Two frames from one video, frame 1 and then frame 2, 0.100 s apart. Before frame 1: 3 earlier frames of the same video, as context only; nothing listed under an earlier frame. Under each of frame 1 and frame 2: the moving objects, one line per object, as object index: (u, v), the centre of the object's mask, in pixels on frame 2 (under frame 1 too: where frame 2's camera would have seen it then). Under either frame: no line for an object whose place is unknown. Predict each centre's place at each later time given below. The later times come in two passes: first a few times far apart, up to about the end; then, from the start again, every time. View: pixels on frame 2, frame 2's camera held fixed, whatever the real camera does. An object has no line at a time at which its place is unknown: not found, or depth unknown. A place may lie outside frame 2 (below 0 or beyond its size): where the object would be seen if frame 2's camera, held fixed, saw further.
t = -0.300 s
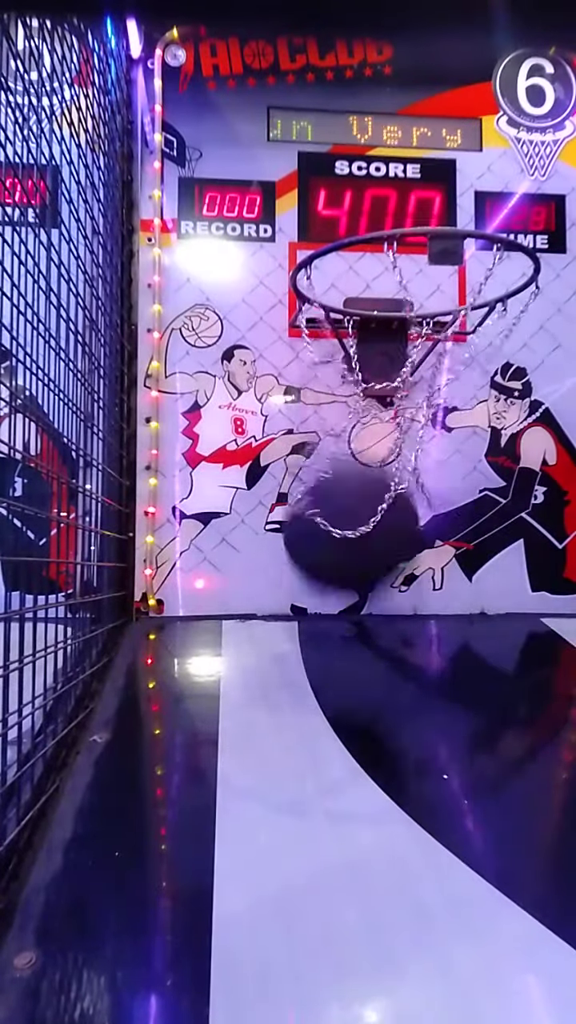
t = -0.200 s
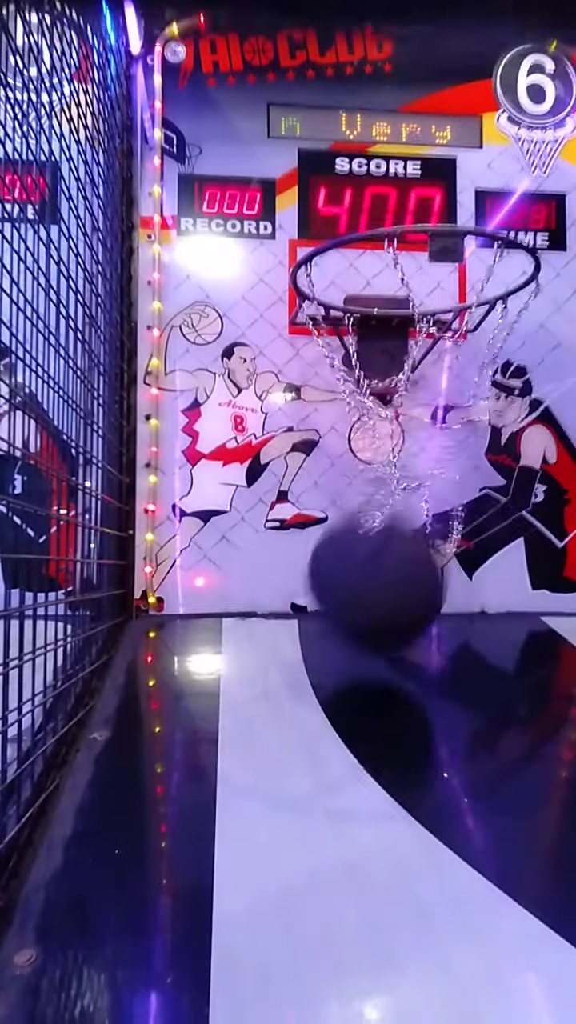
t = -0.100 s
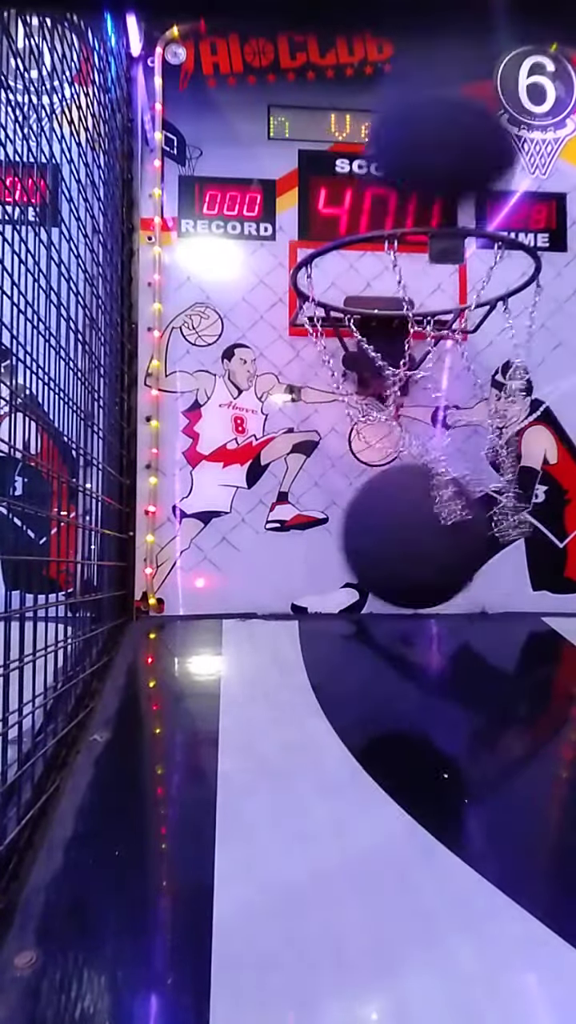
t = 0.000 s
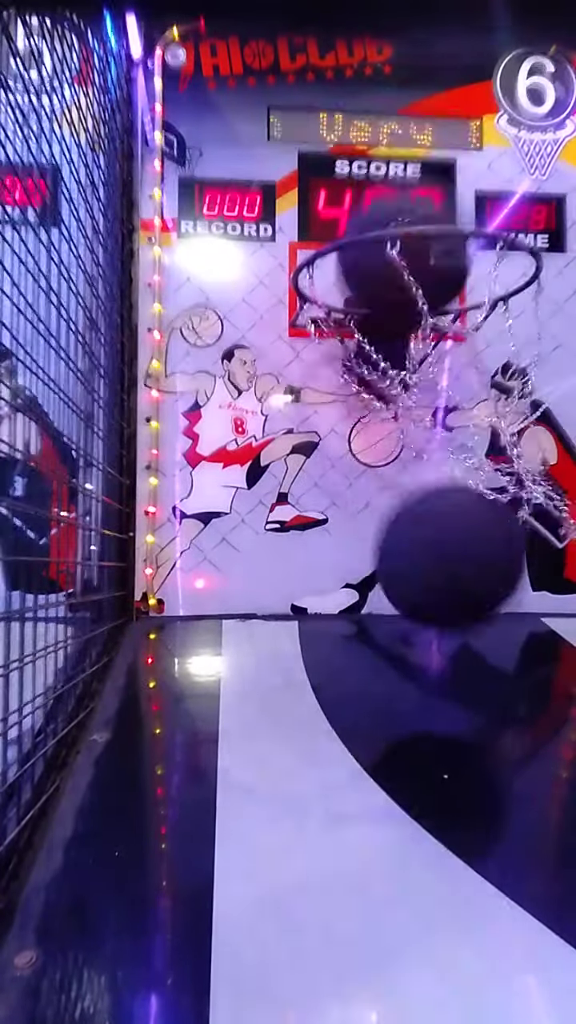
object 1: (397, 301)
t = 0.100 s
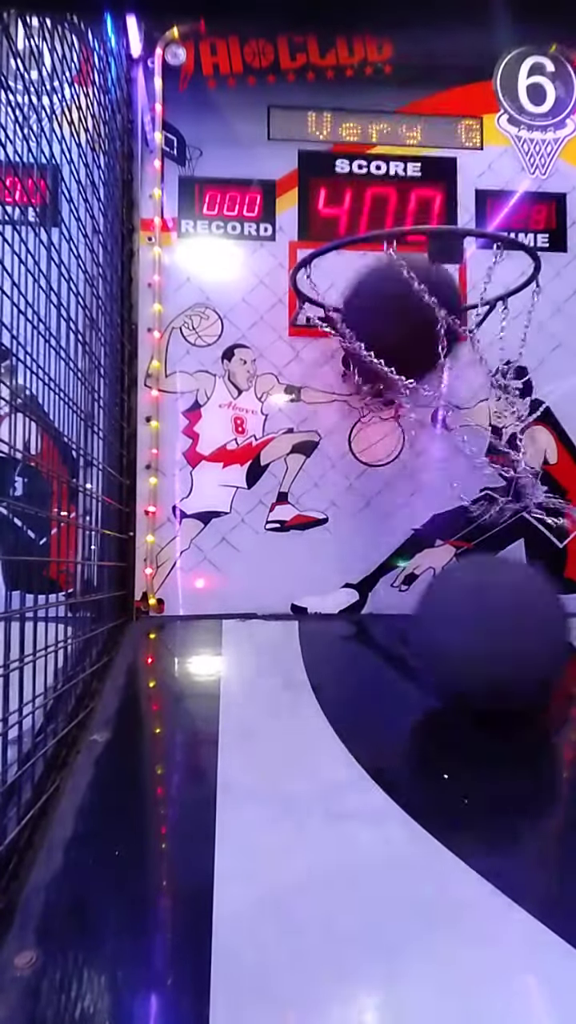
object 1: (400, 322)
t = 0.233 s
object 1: (445, 391)
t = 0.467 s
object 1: (416, 503)
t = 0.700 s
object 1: (378, 604)
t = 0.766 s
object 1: (375, 614)
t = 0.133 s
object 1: (412, 333)
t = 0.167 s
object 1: (425, 348)
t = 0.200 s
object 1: (437, 373)
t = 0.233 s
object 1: (445, 391)
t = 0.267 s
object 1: (450, 400)
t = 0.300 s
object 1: (452, 413)
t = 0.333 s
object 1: (448, 425)
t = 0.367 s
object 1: (437, 442)
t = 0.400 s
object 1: (454, 459)
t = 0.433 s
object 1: (425, 480)
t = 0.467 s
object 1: (416, 503)
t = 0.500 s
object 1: (409, 531)
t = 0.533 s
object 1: (401, 569)
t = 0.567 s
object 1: (392, 608)
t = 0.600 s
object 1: (388, 598)
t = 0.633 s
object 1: (383, 611)
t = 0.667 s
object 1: (380, 607)
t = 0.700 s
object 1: (378, 604)
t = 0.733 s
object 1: (376, 604)
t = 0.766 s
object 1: (375, 614)
